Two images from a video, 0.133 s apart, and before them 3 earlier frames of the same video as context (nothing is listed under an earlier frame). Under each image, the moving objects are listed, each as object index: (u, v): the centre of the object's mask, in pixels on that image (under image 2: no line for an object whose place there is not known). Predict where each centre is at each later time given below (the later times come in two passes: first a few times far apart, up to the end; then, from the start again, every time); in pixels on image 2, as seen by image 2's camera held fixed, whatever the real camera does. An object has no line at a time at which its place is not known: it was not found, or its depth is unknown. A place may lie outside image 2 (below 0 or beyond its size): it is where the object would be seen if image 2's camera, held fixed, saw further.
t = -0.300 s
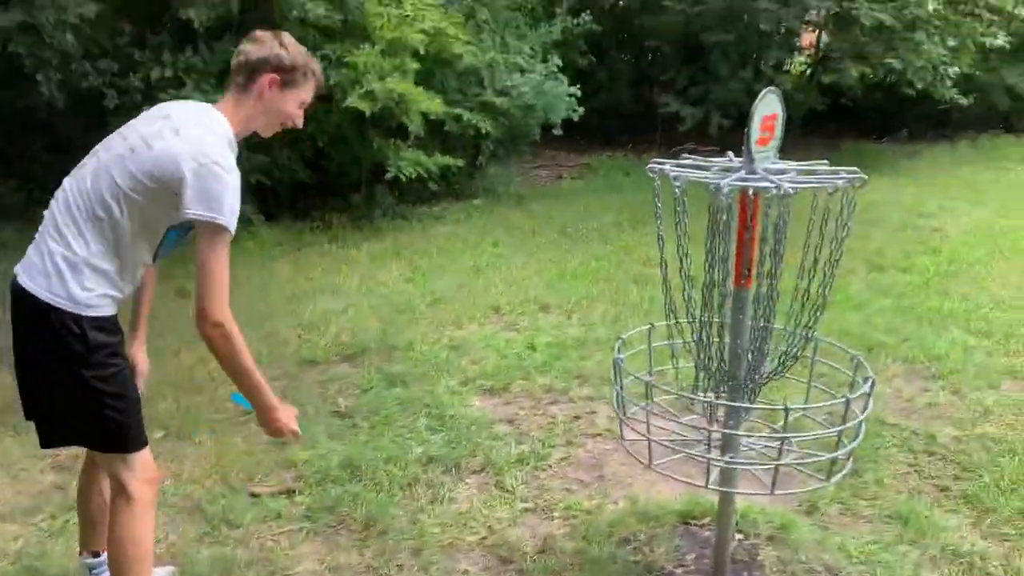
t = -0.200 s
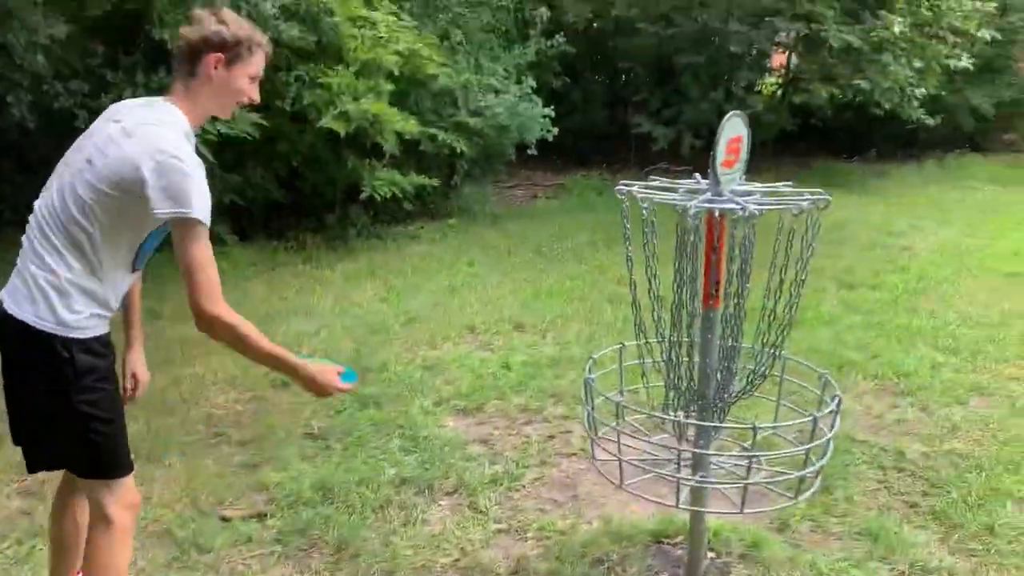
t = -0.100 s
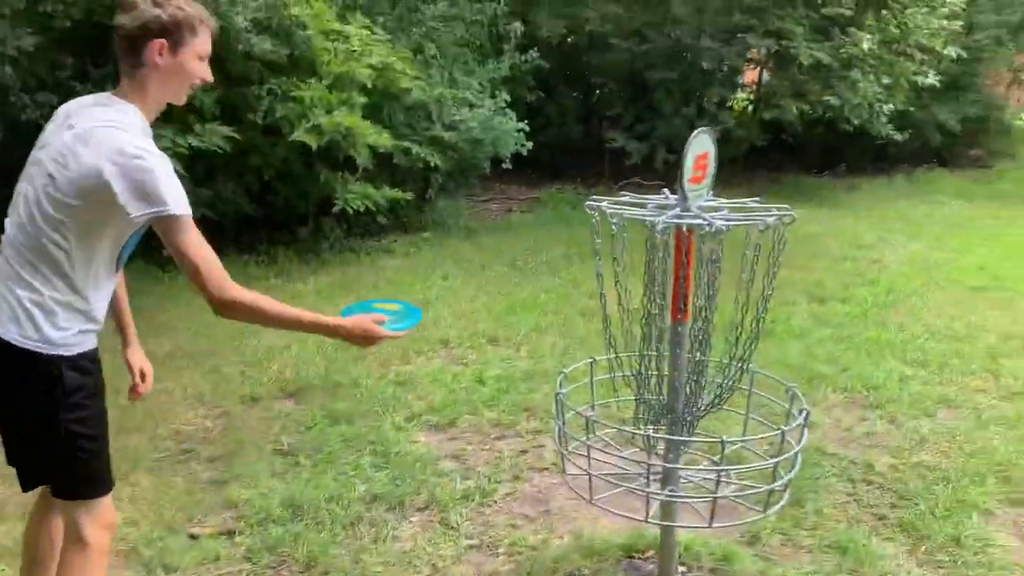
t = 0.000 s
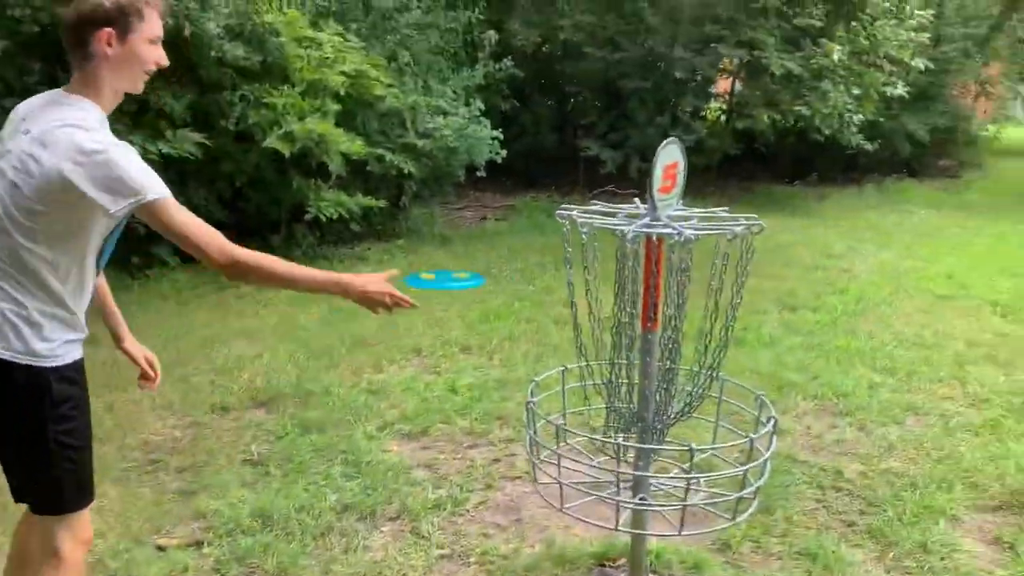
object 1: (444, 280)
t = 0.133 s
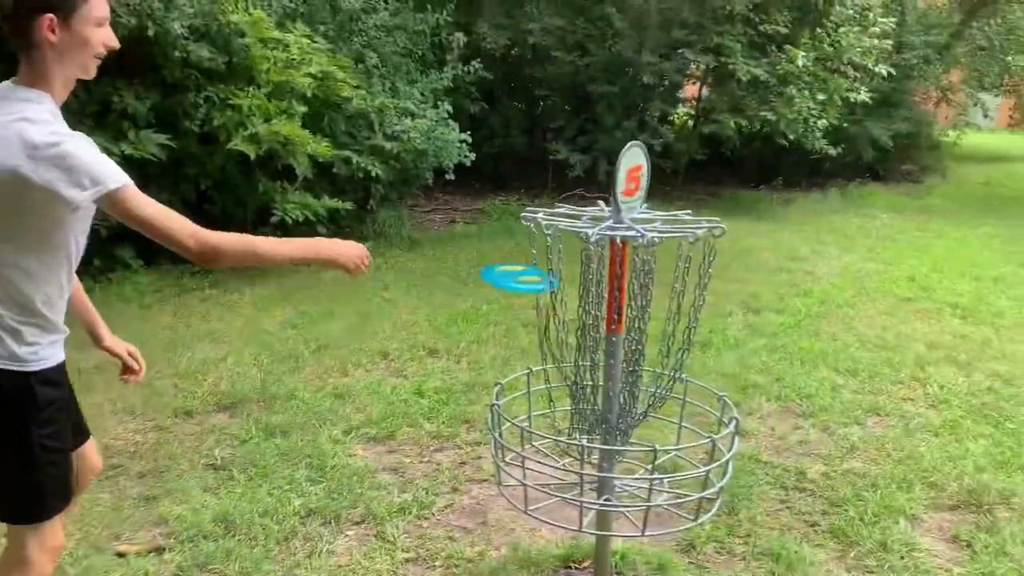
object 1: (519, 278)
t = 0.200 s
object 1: (547, 290)
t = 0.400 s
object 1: (556, 385)
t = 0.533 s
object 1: (531, 411)
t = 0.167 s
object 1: (534, 283)
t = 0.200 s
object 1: (547, 290)
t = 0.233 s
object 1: (556, 300)
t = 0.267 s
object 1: (560, 312)
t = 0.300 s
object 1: (562, 327)
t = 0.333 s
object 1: (561, 344)
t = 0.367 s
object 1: (558, 364)
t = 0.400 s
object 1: (556, 385)
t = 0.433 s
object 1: (553, 404)
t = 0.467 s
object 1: (547, 405)
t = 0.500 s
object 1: (541, 407)
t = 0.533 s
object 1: (531, 411)
